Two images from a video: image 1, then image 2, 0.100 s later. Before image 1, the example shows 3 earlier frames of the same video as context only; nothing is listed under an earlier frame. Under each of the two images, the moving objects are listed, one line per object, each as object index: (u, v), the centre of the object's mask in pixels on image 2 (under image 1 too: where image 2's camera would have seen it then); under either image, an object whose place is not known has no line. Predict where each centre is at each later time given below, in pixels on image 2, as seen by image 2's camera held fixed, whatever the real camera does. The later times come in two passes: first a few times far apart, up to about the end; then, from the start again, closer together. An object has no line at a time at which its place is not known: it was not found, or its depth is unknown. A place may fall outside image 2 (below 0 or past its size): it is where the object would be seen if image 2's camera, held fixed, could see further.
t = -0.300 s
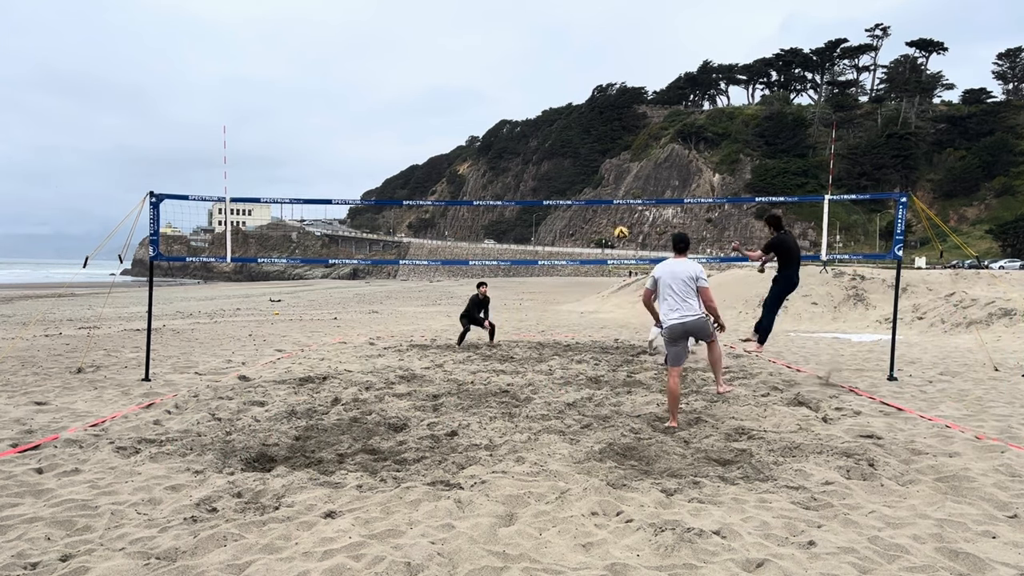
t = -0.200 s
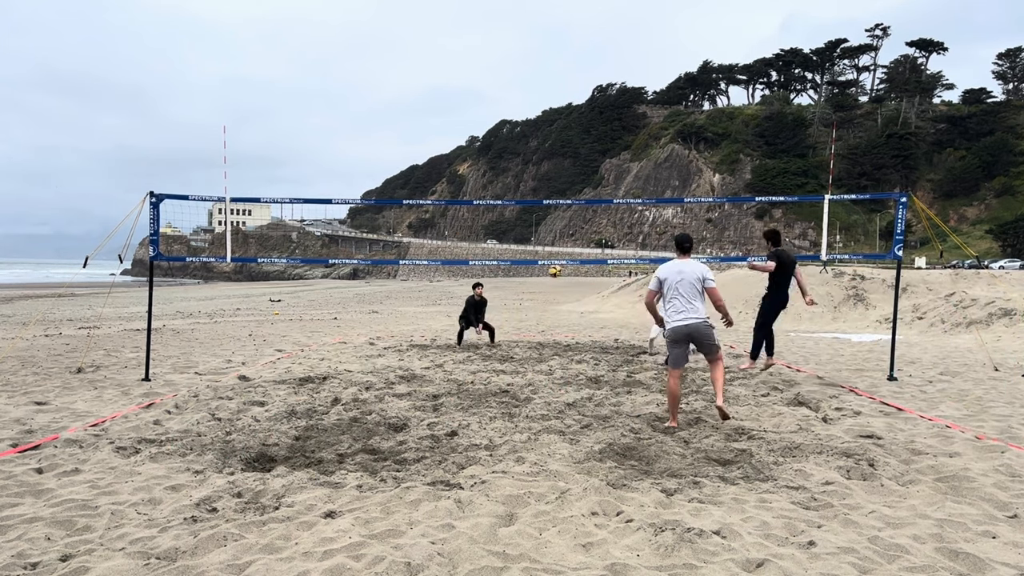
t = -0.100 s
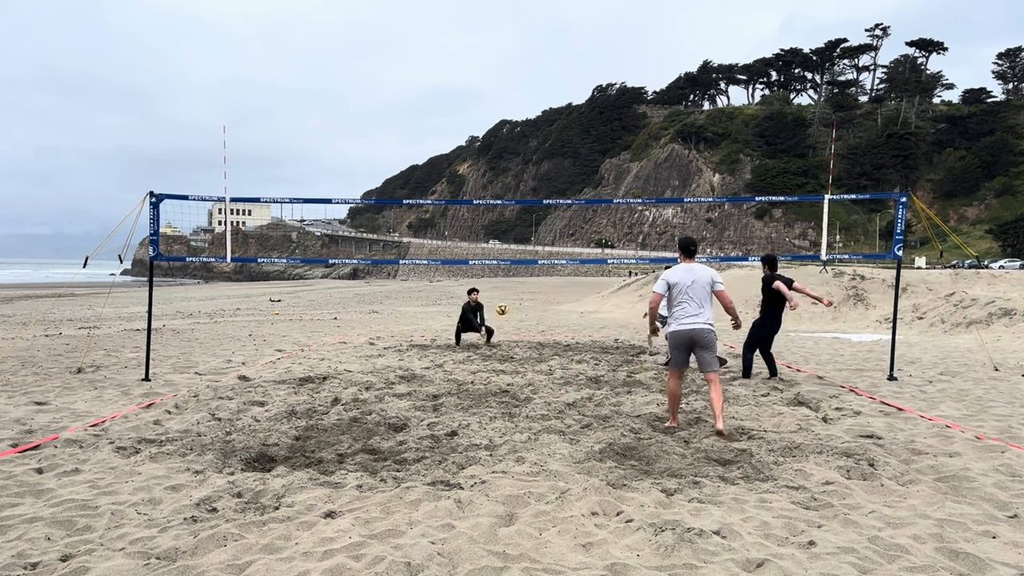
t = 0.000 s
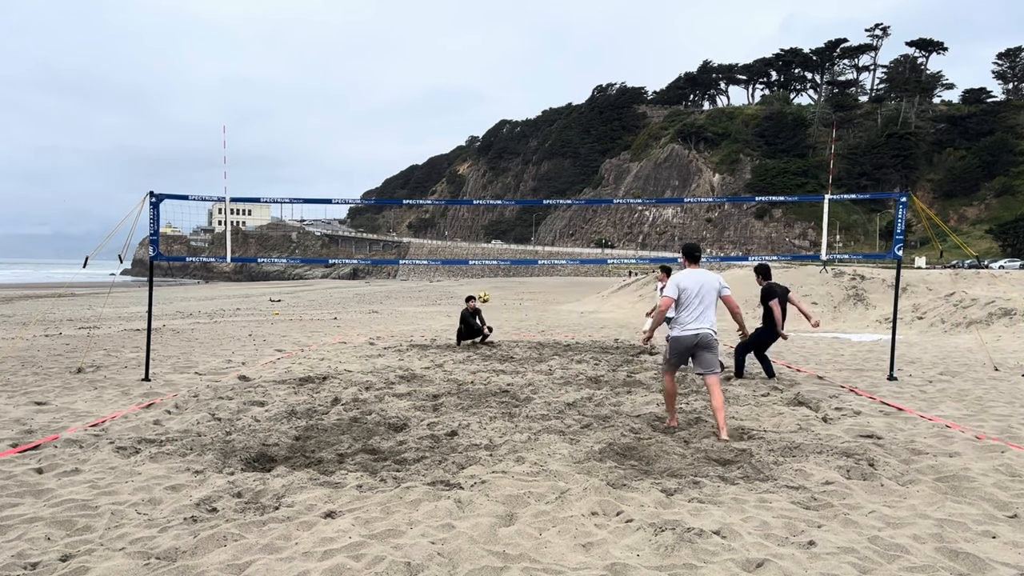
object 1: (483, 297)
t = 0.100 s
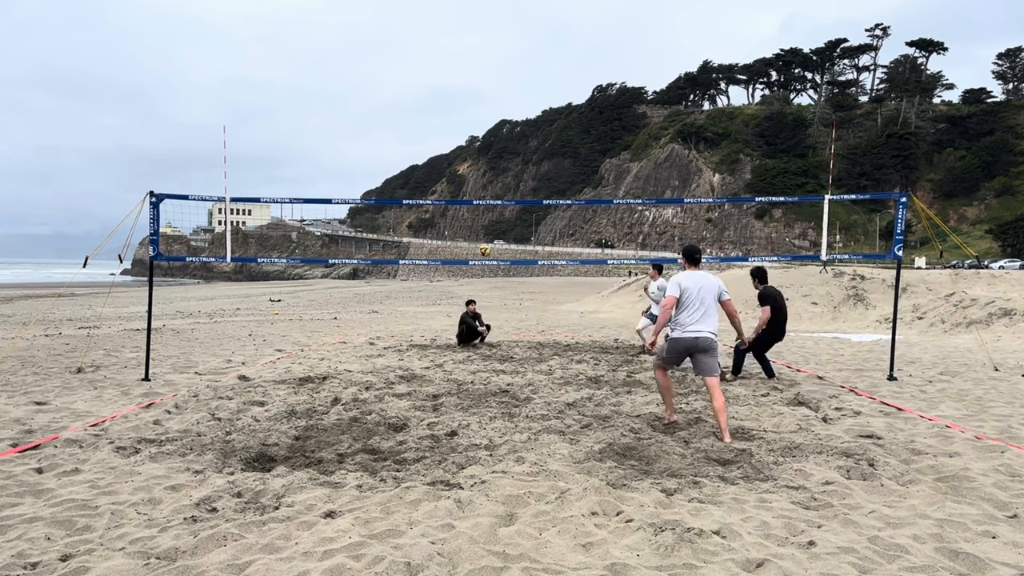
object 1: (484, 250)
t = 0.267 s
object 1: (484, 181)
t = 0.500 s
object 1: (480, 103)
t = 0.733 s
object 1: (472, 51)
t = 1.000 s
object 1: (459, 31)
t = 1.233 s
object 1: (446, 51)
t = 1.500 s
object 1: (433, 119)
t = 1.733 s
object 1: (425, 222)
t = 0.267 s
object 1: (484, 181)
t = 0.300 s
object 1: (484, 168)
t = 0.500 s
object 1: (480, 103)
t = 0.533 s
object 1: (479, 94)
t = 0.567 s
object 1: (478, 85)
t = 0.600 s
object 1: (476, 77)
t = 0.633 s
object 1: (475, 70)
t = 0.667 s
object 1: (474, 63)
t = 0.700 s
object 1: (473, 57)
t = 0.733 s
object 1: (472, 51)
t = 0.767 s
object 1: (471, 47)
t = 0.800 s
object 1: (469, 42)
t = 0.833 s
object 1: (468, 39)
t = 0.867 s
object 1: (466, 36)
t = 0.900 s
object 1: (464, 34)
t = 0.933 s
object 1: (462, 32)
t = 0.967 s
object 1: (461, 31)
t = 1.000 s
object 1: (459, 31)
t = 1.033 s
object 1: (457, 32)
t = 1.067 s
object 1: (455, 33)
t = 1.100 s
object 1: (454, 35)
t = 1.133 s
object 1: (452, 38)
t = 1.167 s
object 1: (450, 41)
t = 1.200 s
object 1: (448, 45)
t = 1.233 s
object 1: (446, 51)
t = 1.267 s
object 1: (444, 56)
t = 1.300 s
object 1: (443, 63)
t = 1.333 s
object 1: (441, 70)
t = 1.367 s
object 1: (439, 78)
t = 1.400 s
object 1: (438, 87)
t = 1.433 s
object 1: (436, 97)
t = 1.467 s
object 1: (435, 107)
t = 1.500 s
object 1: (433, 119)
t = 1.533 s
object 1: (432, 131)
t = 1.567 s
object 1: (430, 144)
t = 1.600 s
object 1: (429, 158)
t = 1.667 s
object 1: (427, 188)
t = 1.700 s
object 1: (426, 205)
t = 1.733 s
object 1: (425, 222)
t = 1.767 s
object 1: (424, 241)
